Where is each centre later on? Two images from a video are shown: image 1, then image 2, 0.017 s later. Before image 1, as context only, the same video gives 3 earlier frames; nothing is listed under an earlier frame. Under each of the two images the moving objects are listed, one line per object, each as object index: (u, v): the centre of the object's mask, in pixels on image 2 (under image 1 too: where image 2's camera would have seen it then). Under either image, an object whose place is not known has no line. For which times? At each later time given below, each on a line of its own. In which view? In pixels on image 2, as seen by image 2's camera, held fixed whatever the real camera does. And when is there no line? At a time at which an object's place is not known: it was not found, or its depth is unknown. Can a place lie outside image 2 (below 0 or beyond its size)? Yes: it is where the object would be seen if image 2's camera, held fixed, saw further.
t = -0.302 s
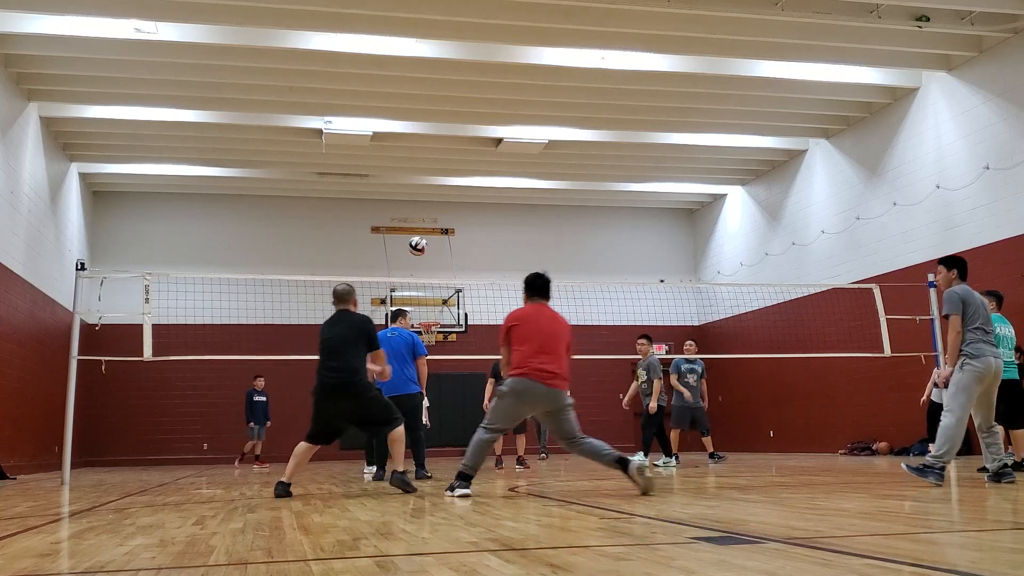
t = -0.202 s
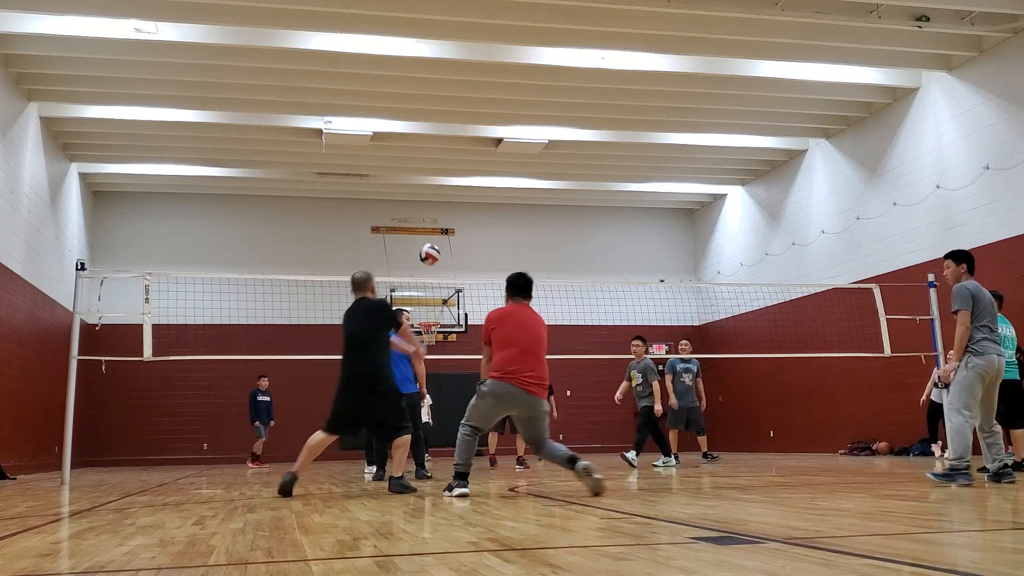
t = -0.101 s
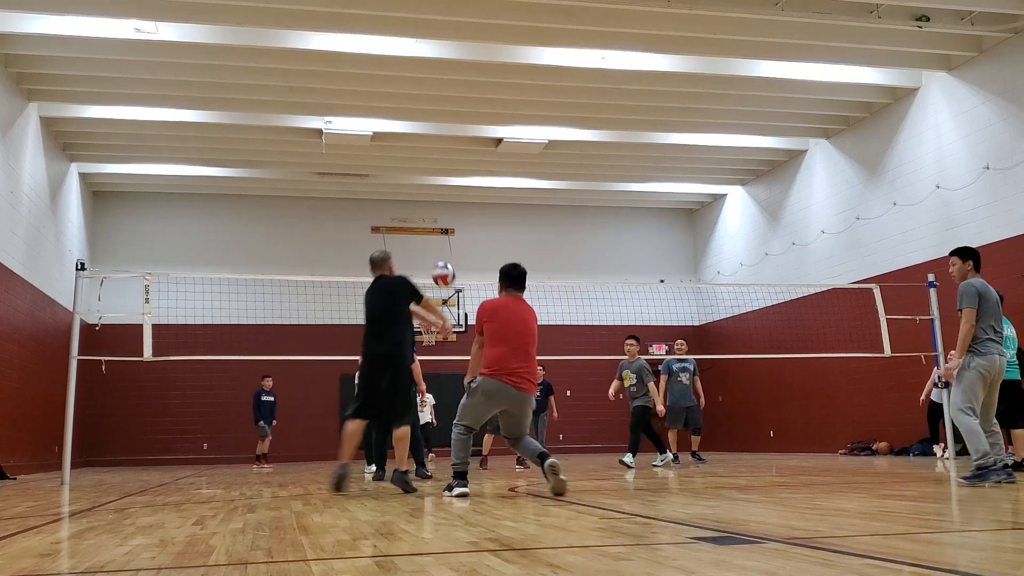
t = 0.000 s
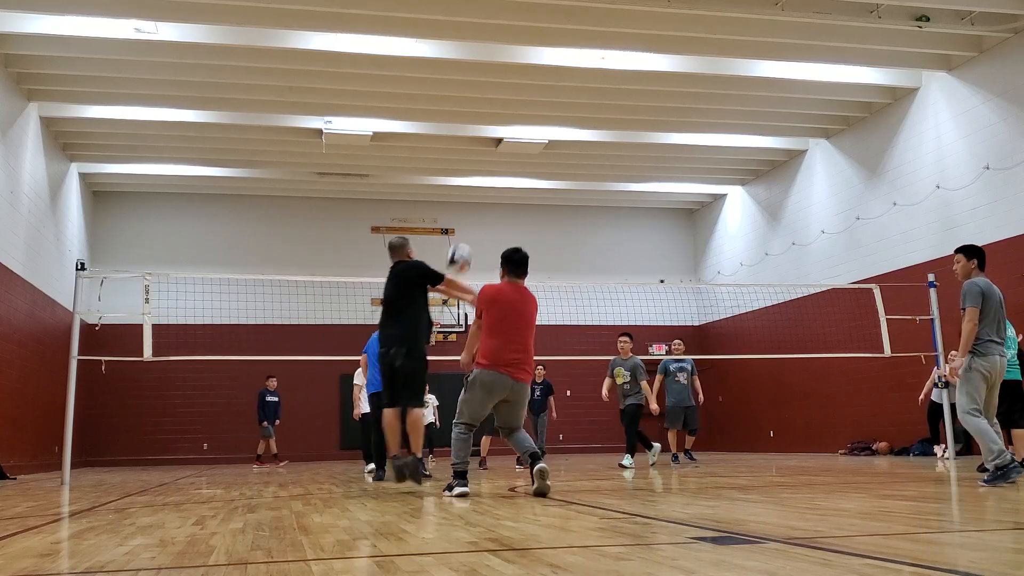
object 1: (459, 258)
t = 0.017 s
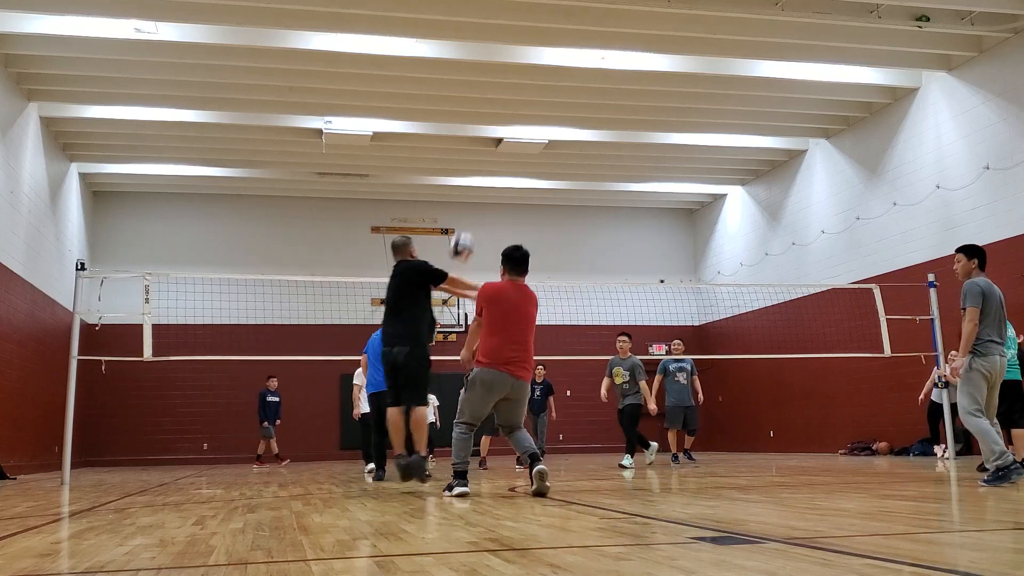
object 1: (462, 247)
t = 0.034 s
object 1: (463, 236)
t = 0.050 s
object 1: (466, 224)
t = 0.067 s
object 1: (468, 215)
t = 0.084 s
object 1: (470, 205)
